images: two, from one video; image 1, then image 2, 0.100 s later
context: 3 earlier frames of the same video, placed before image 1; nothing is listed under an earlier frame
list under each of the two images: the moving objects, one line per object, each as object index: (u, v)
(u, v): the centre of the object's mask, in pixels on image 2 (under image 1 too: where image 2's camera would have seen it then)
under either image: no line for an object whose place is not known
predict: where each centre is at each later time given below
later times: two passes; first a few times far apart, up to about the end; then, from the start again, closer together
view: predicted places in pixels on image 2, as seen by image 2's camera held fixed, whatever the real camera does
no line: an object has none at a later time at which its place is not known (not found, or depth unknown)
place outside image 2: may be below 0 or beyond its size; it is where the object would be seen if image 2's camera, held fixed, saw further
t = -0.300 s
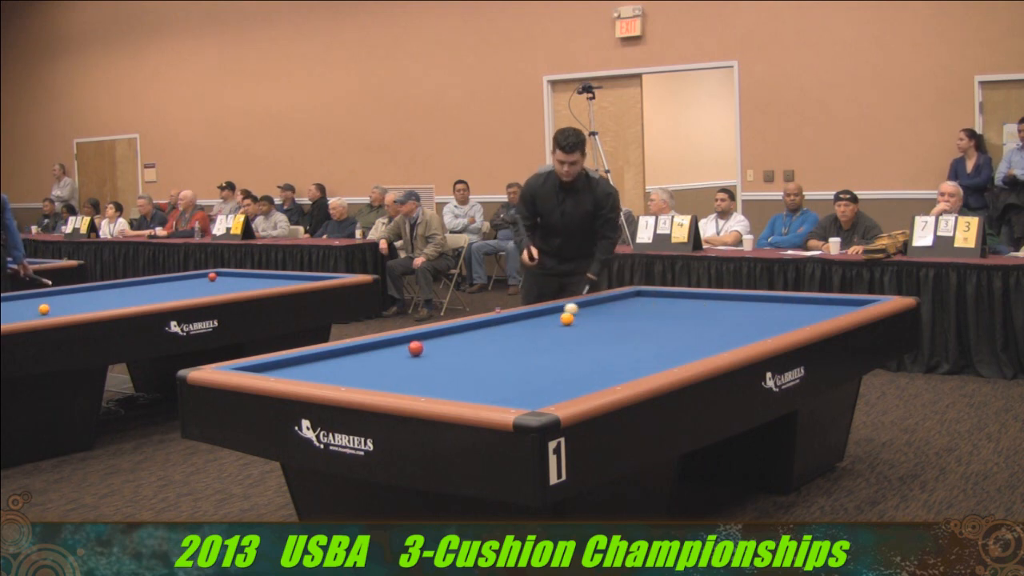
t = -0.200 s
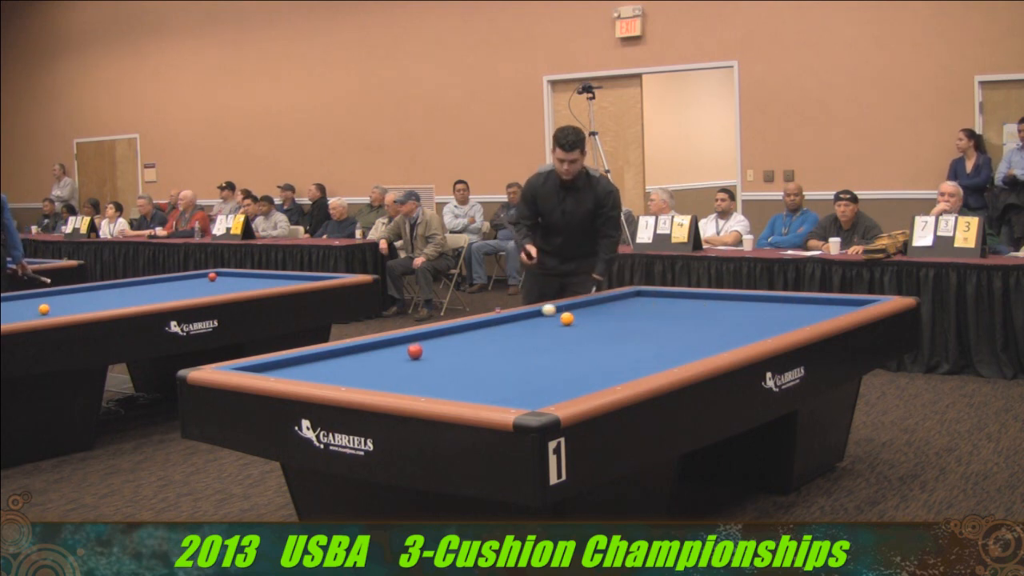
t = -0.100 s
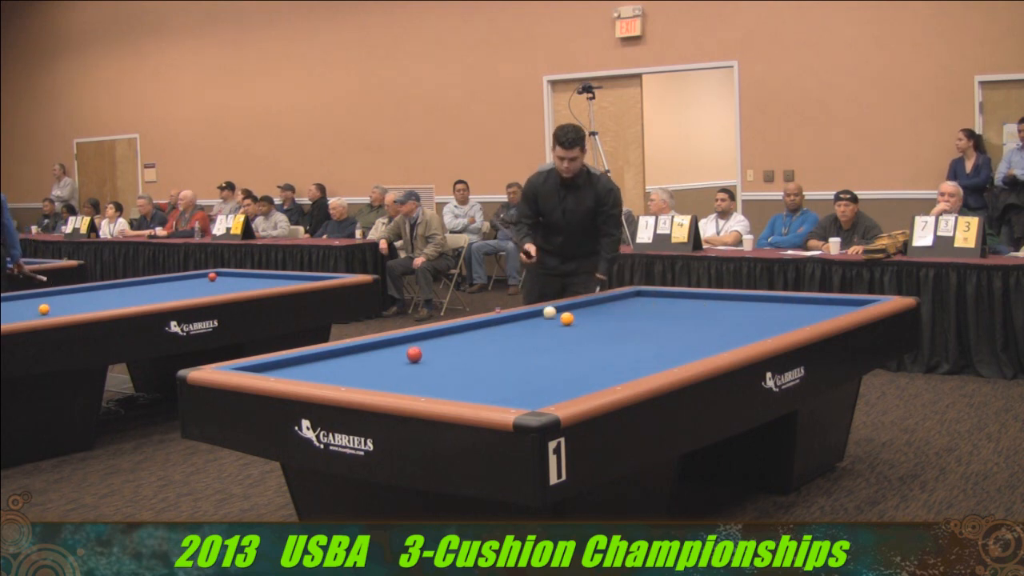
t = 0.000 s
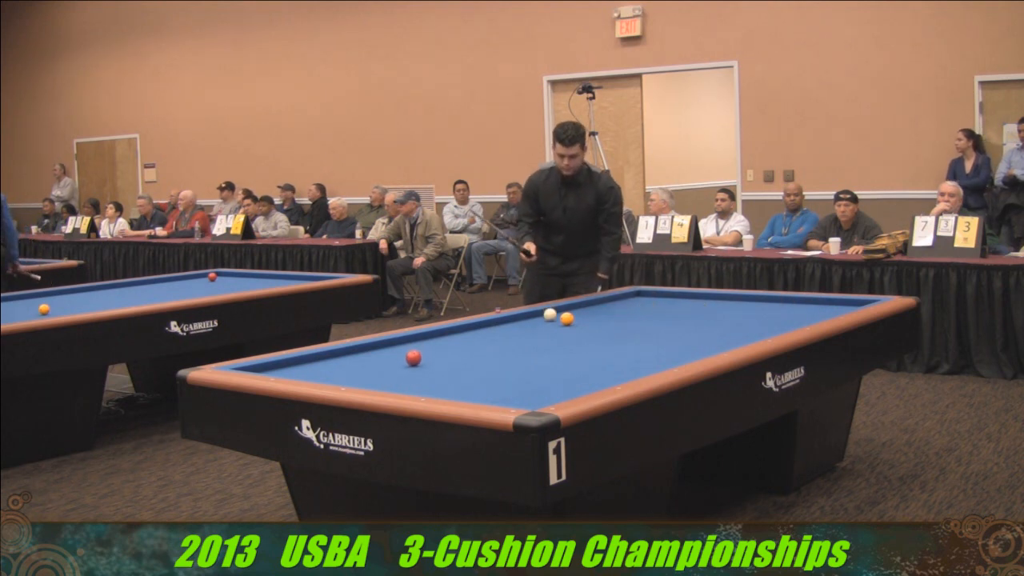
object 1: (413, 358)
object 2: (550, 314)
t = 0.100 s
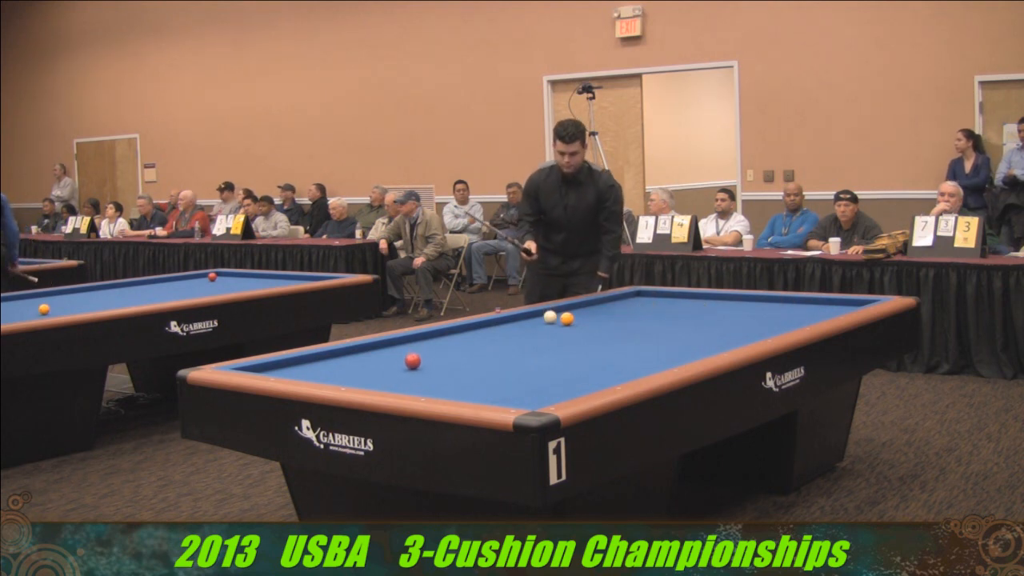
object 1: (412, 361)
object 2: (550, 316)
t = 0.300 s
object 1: (411, 368)
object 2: (550, 321)
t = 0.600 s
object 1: (408, 379)
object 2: (550, 329)
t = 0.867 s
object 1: (406, 386)
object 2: (550, 336)
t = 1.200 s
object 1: (439, 389)
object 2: (549, 346)
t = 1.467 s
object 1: (472, 389)
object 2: (550, 354)
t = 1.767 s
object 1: (509, 388)
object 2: (550, 365)
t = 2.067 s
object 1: (543, 386)
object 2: (551, 374)
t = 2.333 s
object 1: (580, 385)
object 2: (544, 384)
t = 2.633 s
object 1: (577, 385)
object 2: (529, 391)
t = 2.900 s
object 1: (557, 383)
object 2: (516, 397)
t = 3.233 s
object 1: (535, 380)
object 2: (512, 400)
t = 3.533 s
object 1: (516, 378)
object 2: (537, 399)
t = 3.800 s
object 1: (501, 376)
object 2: (550, 396)
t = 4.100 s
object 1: (485, 374)
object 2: (553, 394)
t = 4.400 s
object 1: (470, 372)
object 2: (556, 391)
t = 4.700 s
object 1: (456, 370)
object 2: (557, 389)
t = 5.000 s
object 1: (444, 369)
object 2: (558, 386)
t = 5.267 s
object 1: (433, 367)
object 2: (559, 384)
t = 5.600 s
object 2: (561, 382)
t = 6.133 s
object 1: (406, 363)
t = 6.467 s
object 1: (396, 363)
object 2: (565, 378)
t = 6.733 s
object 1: (390, 362)
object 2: (565, 377)
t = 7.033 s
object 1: (384, 361)
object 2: (565, 376)
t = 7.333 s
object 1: (378, 360)
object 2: (566, 375)
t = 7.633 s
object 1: (374, 359)
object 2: (566, 375)
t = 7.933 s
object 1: (369, 359)
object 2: (566, 375)
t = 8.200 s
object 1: (366, 359)
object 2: (566, 374)
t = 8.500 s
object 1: (363, 358)
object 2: (566, 374)
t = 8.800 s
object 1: (361, 358)
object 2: (566, 374)
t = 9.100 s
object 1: (360, 358)
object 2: (566, 374)
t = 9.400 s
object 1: (359, 358)
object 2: (566, 374)
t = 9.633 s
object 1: (359, 357)
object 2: (566, 375)
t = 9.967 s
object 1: (359, 357)
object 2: (566, 375)
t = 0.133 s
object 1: (412, 362)
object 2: (550, 317)
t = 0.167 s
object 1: (412, 363)
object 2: (550, 318)
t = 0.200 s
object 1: (412, 364)
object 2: (550, 319)
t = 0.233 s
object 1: (411, 366)
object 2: (550, 320)
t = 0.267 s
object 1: (411, 367)
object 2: (550, 321)
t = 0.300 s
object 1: (411, 368)
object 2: (550, 321)
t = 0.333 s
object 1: (411, 369)
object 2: (550, 322)
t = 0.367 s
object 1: (410, 370)
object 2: (550, 323)
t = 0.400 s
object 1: (410, 371)
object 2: (550, 324)
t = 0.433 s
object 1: (410, 373)
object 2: (550, 325)
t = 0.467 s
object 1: (409, 374)
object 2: (550, 326)
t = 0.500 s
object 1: (409, 375)
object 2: (550, 326)
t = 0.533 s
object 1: (409, 376)
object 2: (550, 327)
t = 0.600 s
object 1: (408, 379)
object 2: (550, 329)
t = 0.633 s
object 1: (408, 380)
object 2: (550, 330)
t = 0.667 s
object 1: (408, 381)
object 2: (550, 331)
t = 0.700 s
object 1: (408, 382)
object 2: (550, 332)
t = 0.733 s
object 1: (407, 383)
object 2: (550, 333)
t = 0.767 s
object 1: (407, 384)
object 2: (550, 333)
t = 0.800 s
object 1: (407, 385)
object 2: (550, 334)
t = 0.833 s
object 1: (407, 386)
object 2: (550, 335)
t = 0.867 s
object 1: (406, 386)
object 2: (550, 336)
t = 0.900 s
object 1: (406, 387)
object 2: (549, 337)
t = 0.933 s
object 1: (406, 388)
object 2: (549, 338)
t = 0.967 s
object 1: (408, 388)
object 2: (550, 339)
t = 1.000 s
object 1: (413, 388)
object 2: (550, 340)
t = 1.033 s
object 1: (418, 389)
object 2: (549, 341)
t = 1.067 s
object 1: (422, 388)
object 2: (550, 342)
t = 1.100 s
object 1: (427, 389)
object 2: (550, 343)
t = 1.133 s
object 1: (429, 389)
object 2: (550, 343)
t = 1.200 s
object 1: (439, 389)
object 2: (549, 346)
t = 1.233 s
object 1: (444, 389)
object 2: (549, 347)
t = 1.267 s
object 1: (448, 389)
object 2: (549, 348)
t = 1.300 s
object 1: (452, 389)
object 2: (550, 349)
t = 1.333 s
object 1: (456, 389)
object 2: (550, 350)
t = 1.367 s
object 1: (460, 389)
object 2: (549, 351)
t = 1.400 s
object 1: (464, 389)
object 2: (550, 352)
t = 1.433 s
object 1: (468, 389)
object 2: (550, 353)
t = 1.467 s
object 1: (472, 389)
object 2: (550, 354)
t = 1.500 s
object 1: (476, 389)
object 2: (550, 356)
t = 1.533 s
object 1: (481, 389)
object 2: (550, 357)
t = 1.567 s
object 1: (485, 389)
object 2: (550, 358)
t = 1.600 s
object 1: (489, 389)
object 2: (550, 359)
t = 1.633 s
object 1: (493, 388)
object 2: (550, 360)
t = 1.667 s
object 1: (497, 388)
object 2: (550, 361)
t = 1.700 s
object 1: (501, 388)
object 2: (550, 362)
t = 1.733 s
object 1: (505, 388)
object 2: (550, 364)
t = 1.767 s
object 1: (509, 388)
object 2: (550, 365)
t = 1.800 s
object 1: (513, 387)
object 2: (550, 366)
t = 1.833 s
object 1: (516, 387)
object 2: (550, 367)
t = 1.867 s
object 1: (521, 387)
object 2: (550, 368)
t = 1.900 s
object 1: (524, 387)
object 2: (550, 370)
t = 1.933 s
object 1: (528, 387)
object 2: (550, 371)
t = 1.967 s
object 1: (532, 387)
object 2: (550, 372)
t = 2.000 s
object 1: (536, 386)
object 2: (550, 373)
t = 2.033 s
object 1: (540, 386)
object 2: (551, 374)
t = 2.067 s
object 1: (543, 386)
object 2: (551, 374)
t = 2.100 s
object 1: (547, 386)
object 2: (551, 374)
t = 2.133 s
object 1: (551, 386)
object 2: (549, 375)
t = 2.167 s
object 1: (555, 386)
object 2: (548, 377)
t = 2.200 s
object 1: (559, 385)
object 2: (547, 380)
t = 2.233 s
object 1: (562, 385)
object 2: (548, 381)
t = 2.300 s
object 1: (575, 386)
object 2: (545, 384)
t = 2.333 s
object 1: (580, 385)
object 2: (544, 384)
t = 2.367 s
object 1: (585, 385)
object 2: (542, 385)
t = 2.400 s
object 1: (590, 384)
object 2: (540, 386)
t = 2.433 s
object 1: (593, 384)
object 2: (539, 386)
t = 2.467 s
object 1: (590, 384)
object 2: (537, 387)
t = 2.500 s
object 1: (587, 385)
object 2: (535, 388)
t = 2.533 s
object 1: (584, 385)
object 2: (534, 389)
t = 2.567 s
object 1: (581, 385)
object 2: (532, 390)
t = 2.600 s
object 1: (579, 385)
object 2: (531, 390)
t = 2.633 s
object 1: (577, 385)
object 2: (529, 391)
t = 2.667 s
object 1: (574, 385)
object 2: (527, 392)
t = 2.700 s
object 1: (572, 385)
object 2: (526, 393)
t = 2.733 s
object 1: (569, 385)
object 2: (524, 393)
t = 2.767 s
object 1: (567, 385)
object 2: (523, 394)
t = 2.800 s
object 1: (564, 384)
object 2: (521, 395)
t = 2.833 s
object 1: (562, 384)
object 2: (519, 395)
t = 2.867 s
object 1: (560, 384)
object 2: (518, 396)
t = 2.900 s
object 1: (557, 383)
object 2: (516, 397)
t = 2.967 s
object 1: (553, 383)
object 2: (513, 398)
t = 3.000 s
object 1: (550, 382)
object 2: (511, 398)
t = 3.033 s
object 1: (549, 382)
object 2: (511, 399)
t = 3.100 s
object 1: (544, 381)
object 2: (507, 400)
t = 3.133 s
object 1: (541, 381)
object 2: (505, 400)
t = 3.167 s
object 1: (539, 381)
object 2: (506, 400)
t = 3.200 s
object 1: (537, 381)
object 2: (509, 400)
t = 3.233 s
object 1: (535, 380)
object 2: (512, 400)
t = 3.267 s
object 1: (533, 380)
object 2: (515, 400)
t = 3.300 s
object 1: (531, 380)
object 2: (518, 400)
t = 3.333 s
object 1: (528, 379)
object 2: (521, 400)
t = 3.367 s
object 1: (526, 379)
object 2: (523, 400)
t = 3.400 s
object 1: (524, 379)
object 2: (526, 400)
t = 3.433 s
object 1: (522, 379)
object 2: (529, 400)
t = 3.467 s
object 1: (521, 379)
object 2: (530, 400)
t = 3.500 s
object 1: (518, 378)
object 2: (535, 399)
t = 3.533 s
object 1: (516, 378)
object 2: (537, 399)
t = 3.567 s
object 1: (515, 378)
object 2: (539, 399)
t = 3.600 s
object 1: (512, 378)
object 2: (542, 398)
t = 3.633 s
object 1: (510, 378)
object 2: (545, 398)
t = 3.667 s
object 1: (508, 377)
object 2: (548, 397)
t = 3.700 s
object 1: (507, 377)
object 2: (550, 397)
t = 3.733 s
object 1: (505, 377)
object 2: (550, 397)
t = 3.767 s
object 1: (503, 376)
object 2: (550, 396)
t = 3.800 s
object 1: (501, 376)
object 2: (550, 396)
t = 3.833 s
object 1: (499, 376)
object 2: (551, 396)
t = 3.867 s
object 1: (497, 376)
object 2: (551, 395)
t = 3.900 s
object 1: (495, 375)
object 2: (552, 395)
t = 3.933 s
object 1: (494, 375)
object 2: (552, 395)
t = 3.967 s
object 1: (492, 375)
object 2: (552, 395)
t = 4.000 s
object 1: (490, 375)
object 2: (553, 394)
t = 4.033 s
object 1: (488, 375)
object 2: (553, 394)
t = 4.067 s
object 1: (486, 374)
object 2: (553, 394)
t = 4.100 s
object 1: (485, 374)
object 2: (553, 394)
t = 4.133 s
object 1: (483, 374)
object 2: (554, 393)
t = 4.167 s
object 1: (481, 374)
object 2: (554, 393)
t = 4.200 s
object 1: (480, 373)
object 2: (554, 393)
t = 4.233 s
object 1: (478, 373)
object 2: (555, 392)
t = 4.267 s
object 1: (476, 373)
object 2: (555, 392)
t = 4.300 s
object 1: (475, 373)
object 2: (555, 392)
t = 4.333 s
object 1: (473, 372)
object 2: (555, 392)
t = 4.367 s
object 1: (471, 372)
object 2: (555, 391)
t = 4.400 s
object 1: (470, 372)
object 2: (556, 391)
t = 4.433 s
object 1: (468, 372)
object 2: (556, 391)
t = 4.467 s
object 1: (467, 372)
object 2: (556, 391)
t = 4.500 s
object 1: (465, 371)
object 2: (556, 390)
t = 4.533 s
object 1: (464, 371)
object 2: (556, 390)
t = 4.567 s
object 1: (462, 371)
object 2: (556, 389)
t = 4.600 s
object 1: (461, 371)
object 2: (557, 389)
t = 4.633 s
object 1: (459, 370)
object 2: (556, 389)
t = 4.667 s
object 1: (458, 370)
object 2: (556, 389)
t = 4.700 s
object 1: (456, 370)
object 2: (557, 389)
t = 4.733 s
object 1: (455, 370)
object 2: (557, 389)
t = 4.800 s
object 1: (452, 370)
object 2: (558, 388)
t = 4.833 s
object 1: (450, 370)
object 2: (557, 388)
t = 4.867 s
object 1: (449, 369)
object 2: (557, 387)
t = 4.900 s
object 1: (448, 369)
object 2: (558, 387)
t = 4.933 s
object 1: (446, 369)
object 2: (558, 387)
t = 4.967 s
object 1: (445, 369)
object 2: (558, 387)
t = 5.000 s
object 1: (444, 369)
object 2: (558, 386)
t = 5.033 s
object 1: (442, 369)
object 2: (558, 386)
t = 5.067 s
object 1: (441, 368)
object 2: (558, 386)
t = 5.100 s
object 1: (439, 368)
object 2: (558, 386)
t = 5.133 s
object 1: (438, 368)
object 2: (558, 385)
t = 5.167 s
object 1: (437, 368)
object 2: (559, 385)
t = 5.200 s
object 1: (436, 368)
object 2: (559, 385)
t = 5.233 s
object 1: (435, 367)
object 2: (559, 384)
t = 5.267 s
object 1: (433, 367)
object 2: (559, 384)
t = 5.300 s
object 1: (432, 367)
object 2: (559, 384)
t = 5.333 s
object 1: (431, 367)
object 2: (559, 384)
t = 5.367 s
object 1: (430, 367)
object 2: (560, 384)
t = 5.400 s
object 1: (428, 366)
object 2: (560, 383)
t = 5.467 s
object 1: (426, 366)
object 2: (560, 383)
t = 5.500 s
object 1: (425, 366)
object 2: (560, 383)
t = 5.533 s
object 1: (425, 366)
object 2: (561, 383)
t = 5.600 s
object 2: (561, 382)
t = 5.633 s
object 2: (561, 382)
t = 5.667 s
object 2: (561, 382)
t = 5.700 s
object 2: (561, 382)
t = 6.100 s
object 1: (406, 363)
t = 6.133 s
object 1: (406, 363)
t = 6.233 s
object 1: (403, 363)
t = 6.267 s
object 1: (402, 363)
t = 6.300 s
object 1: (401, 363)
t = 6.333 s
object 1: (400, 363)
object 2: (564, 378)
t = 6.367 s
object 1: (399, 363)
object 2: (564, 378)
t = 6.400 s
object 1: (398, 363)
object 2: (564, 377)
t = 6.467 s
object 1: (396, 363)
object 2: (565, 378)
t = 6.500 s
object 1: (396, 362)
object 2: (565, 378)
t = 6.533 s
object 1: (395, 362)
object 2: (565, 377)
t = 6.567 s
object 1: (395, 362)
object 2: (565, 377)
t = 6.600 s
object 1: (393, 362)
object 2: (565, 377)
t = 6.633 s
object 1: (392, 362)
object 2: (565, 377)
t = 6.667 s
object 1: (392, 362)
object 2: (565, 377)
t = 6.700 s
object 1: (391, 362)
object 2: (565, 377)
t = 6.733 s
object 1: (390, 362)
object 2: (565, 377)
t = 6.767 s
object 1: (390, 362)
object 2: (565, 377)
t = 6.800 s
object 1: (389, 361)
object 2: (565, 377)
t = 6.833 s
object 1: (388, 361)
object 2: (565, 376)
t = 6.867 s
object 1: (387, 361)
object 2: (565, 376)
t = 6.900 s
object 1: (387, 361)
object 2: (566, 376)
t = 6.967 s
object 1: (385, 361)
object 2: (565, 376)
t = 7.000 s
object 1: (384, 361)
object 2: (565, 376)
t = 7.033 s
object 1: (384, 361)
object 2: (565, 376)
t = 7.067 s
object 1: (383, 361)
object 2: (565, 376)
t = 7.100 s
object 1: (383, 361)
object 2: (565, 376)
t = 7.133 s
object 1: (382, 360)
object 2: (565, 376)
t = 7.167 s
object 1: (381, 360)
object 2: (565, 376)
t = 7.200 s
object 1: (381, 360)
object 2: (565, 376)
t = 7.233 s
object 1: (380, 360)
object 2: (566, 375)
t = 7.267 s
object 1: (379, 360)
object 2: (566, 375)
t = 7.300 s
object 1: (379, 360)
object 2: (566, 375)
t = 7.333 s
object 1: (378, 360)
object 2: (566, 375)
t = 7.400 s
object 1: (377, 360)
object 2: (566, 375)
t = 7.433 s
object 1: (377, 360)
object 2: (566, 375)
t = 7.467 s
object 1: (377, 360)
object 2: (566, 375)
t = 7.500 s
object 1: (376, 360)
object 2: (566, 375)
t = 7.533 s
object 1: (375, 360)
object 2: (566, 375)
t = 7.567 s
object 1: (375, 360)
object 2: (566, 375)
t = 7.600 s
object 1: (374, 359)
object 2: (566, 375)
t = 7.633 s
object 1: (374, 359)
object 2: (566, 375)
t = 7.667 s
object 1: (374, 359)
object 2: (566, 375)
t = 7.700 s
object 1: (373, 359)
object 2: (566, 375)
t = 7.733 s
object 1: (372, 359)
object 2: (566, 375)
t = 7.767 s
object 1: (372, 359)
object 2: (566, 375)
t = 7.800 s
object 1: (371, 359)
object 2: (566, 375)
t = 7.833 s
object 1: (371, 359)
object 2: (566, 375)
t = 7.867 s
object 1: (370, 359)
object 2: (566, 375)
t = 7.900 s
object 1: (370, 359)
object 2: (566, 375)
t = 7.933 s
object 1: (369, 359)
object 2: (566, 375)
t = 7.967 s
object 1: (369, 359)
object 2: (566, 375)
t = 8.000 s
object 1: (368, 359)
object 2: (566, 375)
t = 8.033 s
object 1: (368, 359)
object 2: (566, 375)
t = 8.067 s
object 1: (368, 359)
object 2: (566, 374)
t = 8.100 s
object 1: (367, 359)
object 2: (566, 374)
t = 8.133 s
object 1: (367, 359)
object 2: (566, 374)
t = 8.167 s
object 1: (366, 359)
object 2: (566, 374)
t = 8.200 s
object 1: (366, 359)
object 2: (566, 374)
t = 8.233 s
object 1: (366, 358)
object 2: (566, 374)
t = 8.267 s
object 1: (366, 358)
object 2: (566, 374)
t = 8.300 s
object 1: (366, 358)
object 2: (566, 374)
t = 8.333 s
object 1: (364, 358)
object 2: (566, 374)
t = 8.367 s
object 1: (364, 358)
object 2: (566, 374)
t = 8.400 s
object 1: (364, 358)
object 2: (566, 374)
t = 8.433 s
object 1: (363, 358)
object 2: (566, 374)
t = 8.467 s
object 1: (363, 358)
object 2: (566, 374)
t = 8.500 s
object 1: (363, 358)
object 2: (566, 374)
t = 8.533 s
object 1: (363, 358)
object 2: (566, 374)
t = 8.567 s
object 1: (362, 358)
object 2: (566, 374)
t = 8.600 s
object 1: (362, 358)
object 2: (566, 374)
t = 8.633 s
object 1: (362, 358)
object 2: (566, 374)
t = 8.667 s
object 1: (362, 358)
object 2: (566, 374)
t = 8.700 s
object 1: (361, 358)
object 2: (566, 374)
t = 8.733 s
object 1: (361, 358)
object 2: (566, 374)
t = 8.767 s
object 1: (361, 358)
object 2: (566, 374)
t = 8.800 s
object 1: (361, 358)
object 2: (566, 374)
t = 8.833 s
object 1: (361, 358)
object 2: (566, 374)
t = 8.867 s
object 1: (361, 358)
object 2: (566, 374)
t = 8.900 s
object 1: (360, 358)
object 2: (566, 374)
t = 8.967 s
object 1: (360, 358)
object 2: (566, 374)
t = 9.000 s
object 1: (360, 358)
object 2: (566, 375)
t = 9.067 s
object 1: (360, 358)
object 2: (566, 374)
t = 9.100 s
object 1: (360, 358)
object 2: (566, 374)
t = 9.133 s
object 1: (360, 358)
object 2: (566, 374)
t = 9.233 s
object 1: (359, 358)
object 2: (566, 374)
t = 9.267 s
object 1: (359, 358)
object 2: (566, 374)
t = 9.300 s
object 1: (359, 358)
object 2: (566, 375)
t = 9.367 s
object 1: (359, 358)
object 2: (566, 375)
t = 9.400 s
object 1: (359, 358)
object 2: (566, 374)
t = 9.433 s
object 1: (359, 357)
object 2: (566, 375)
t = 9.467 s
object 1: (359, 357)
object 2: (566, 375)
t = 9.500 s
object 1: (359, 357)
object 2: (566, 375)
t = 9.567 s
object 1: (359, 357)
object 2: (566, 375)
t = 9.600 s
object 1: (359, 357)
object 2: (566, 375)
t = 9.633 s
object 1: (359, 357)
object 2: (566, 375)
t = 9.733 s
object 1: (359, 357)
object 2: (566, 375)
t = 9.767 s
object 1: (359, 357)
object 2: (566, 375)
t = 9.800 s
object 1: (359, 357)
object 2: (566, 375)
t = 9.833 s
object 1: (359, 357)
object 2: (566, 375)
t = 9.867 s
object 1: (359, 357)
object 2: (566, 375)
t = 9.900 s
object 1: (359, 357)
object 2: (566, 375)
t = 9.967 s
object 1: (359, 357)
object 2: (566, 375)
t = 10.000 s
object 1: (359, 357)
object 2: (566, 375)
